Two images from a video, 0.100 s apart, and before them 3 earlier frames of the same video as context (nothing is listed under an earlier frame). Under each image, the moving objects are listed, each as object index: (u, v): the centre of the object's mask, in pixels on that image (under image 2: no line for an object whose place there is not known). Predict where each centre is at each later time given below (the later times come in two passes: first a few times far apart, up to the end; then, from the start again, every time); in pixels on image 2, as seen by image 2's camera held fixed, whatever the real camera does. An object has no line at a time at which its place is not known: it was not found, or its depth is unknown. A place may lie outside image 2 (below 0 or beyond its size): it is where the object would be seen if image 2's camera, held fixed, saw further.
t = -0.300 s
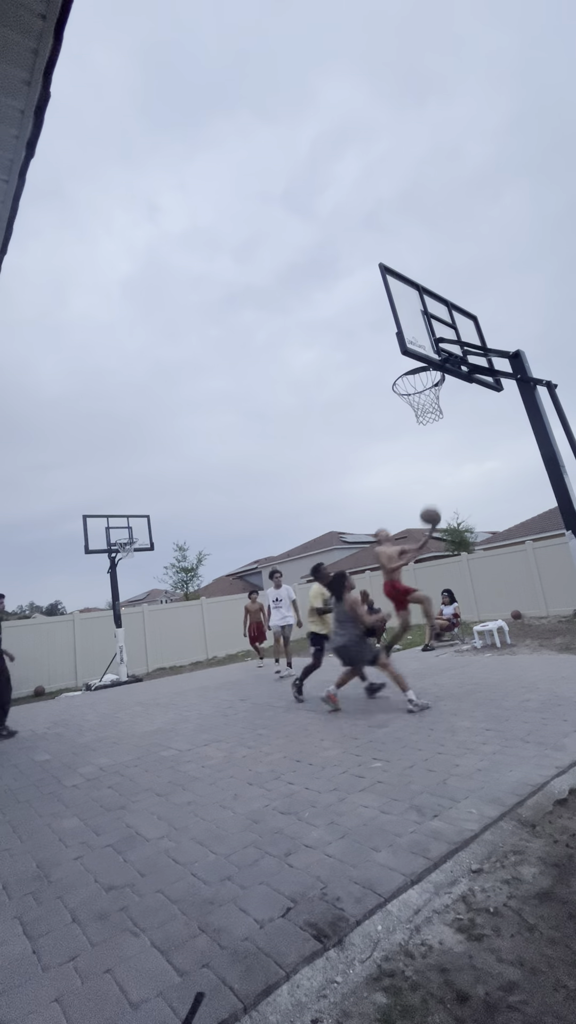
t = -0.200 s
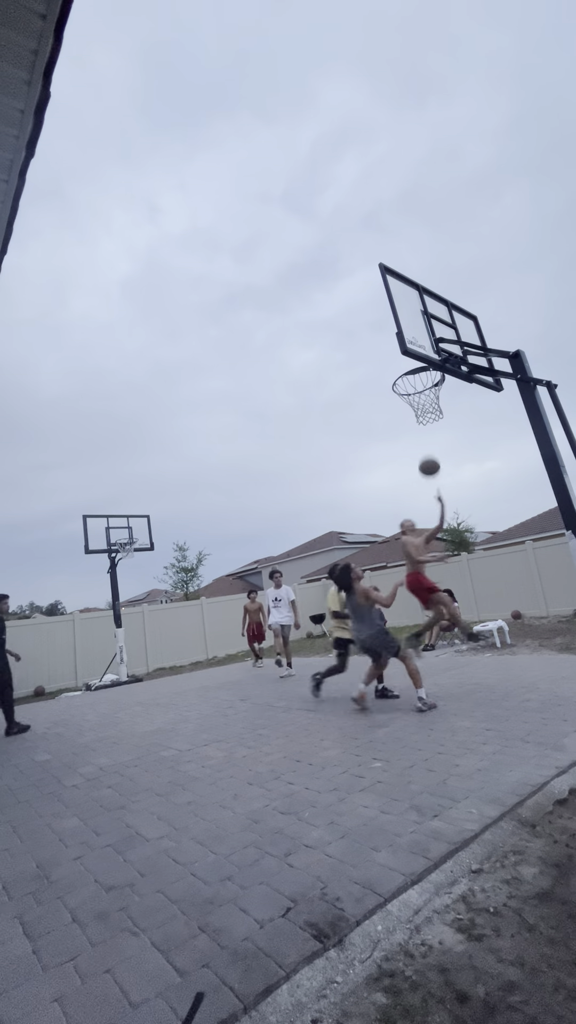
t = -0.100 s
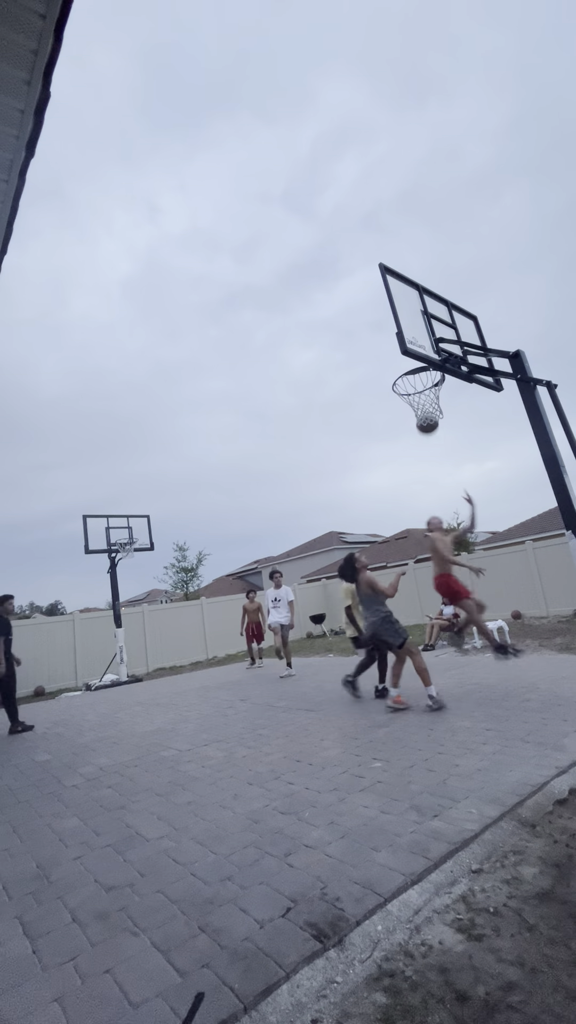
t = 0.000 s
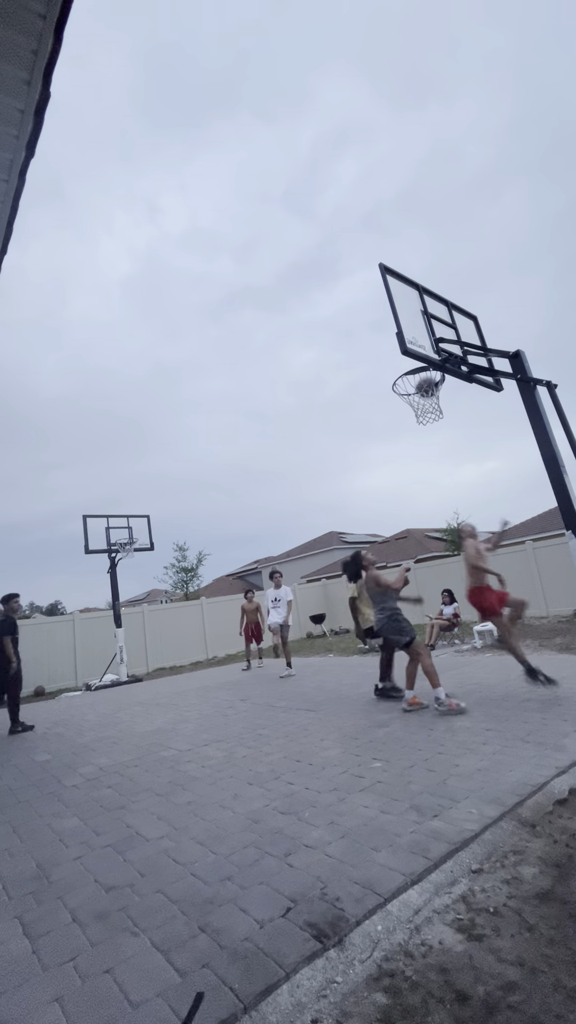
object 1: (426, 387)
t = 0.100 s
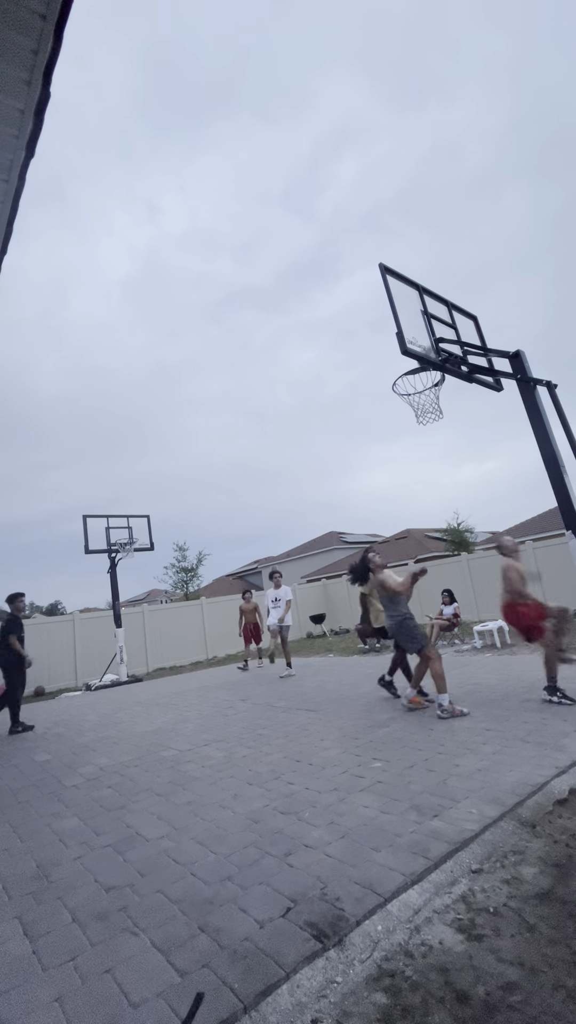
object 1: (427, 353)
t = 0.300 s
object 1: (438, 324)
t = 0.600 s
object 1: (390, 370)
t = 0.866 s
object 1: (361, 404)
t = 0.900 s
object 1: (357, 412)
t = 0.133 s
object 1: (427, 348)
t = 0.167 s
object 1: (426, 344)
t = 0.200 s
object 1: (439, 330)
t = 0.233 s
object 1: (434, 330)
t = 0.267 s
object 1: (441, 324)
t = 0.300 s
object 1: (438, 324)
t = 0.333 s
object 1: (420, 327)
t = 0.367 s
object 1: (418, 329)
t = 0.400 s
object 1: (416, 330)
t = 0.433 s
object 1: (414, 333)
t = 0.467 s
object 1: (407, 338)
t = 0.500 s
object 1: (398, 348)
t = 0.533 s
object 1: (396, 355)
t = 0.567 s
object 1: (394, 361)
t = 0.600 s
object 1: (390, 370)
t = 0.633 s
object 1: (387, 377)
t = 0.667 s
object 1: (383, 377)
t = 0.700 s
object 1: (379, 379)
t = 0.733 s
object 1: (375, 382)
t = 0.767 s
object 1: (371, 386)
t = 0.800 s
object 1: (367, 391)
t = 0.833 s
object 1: (364, 397)
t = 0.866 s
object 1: (361, 404)
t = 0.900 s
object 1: (357, 412)
